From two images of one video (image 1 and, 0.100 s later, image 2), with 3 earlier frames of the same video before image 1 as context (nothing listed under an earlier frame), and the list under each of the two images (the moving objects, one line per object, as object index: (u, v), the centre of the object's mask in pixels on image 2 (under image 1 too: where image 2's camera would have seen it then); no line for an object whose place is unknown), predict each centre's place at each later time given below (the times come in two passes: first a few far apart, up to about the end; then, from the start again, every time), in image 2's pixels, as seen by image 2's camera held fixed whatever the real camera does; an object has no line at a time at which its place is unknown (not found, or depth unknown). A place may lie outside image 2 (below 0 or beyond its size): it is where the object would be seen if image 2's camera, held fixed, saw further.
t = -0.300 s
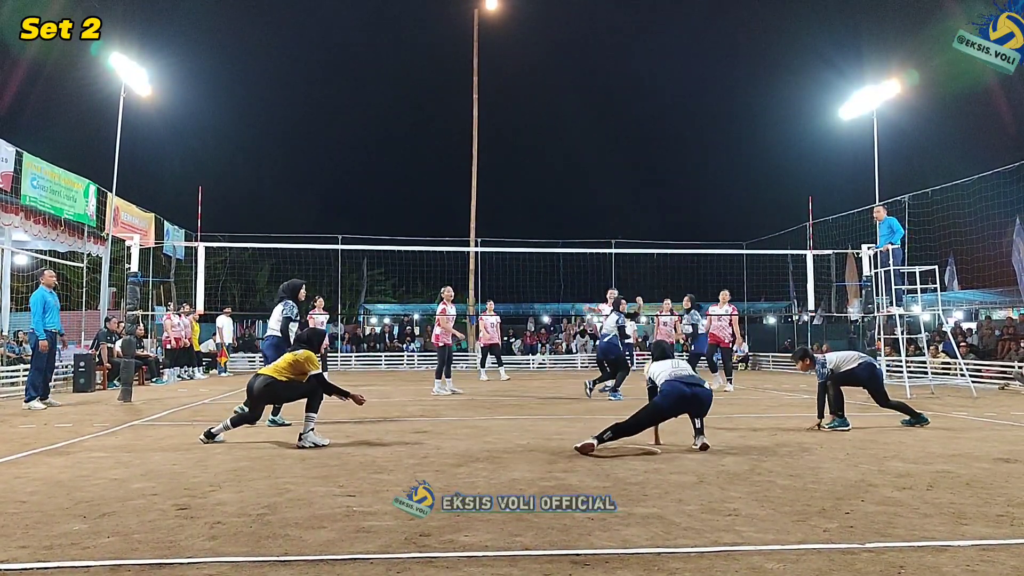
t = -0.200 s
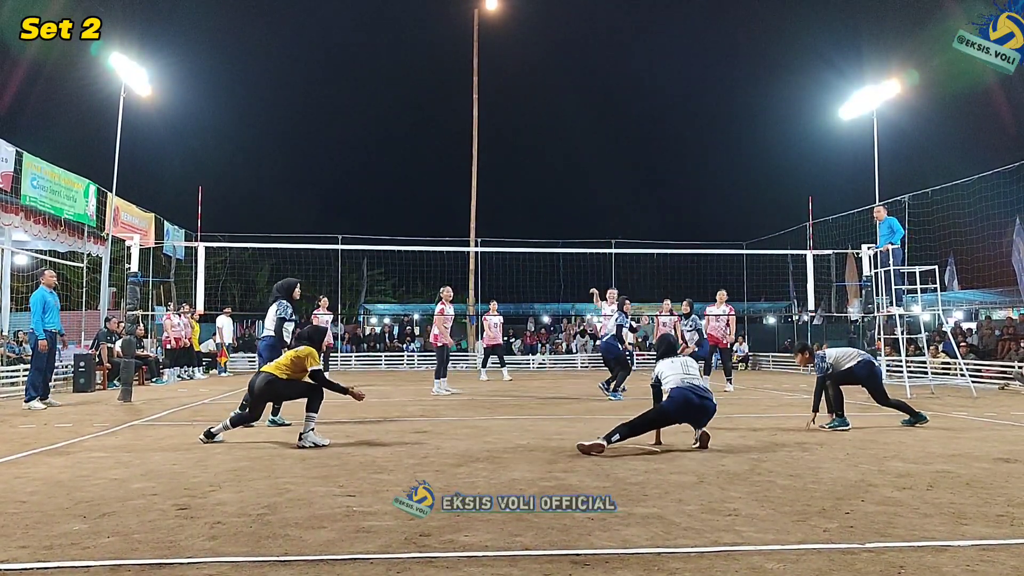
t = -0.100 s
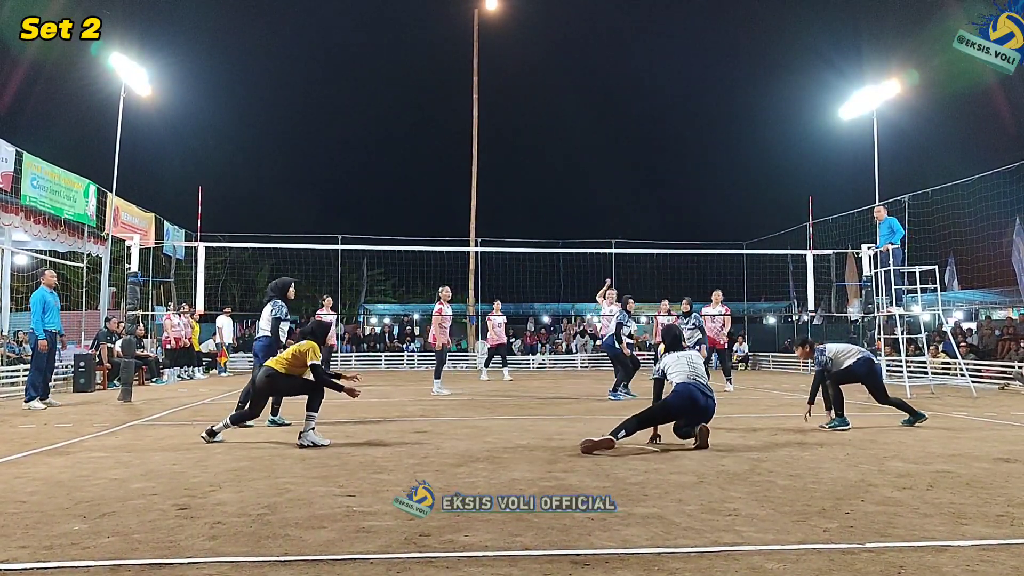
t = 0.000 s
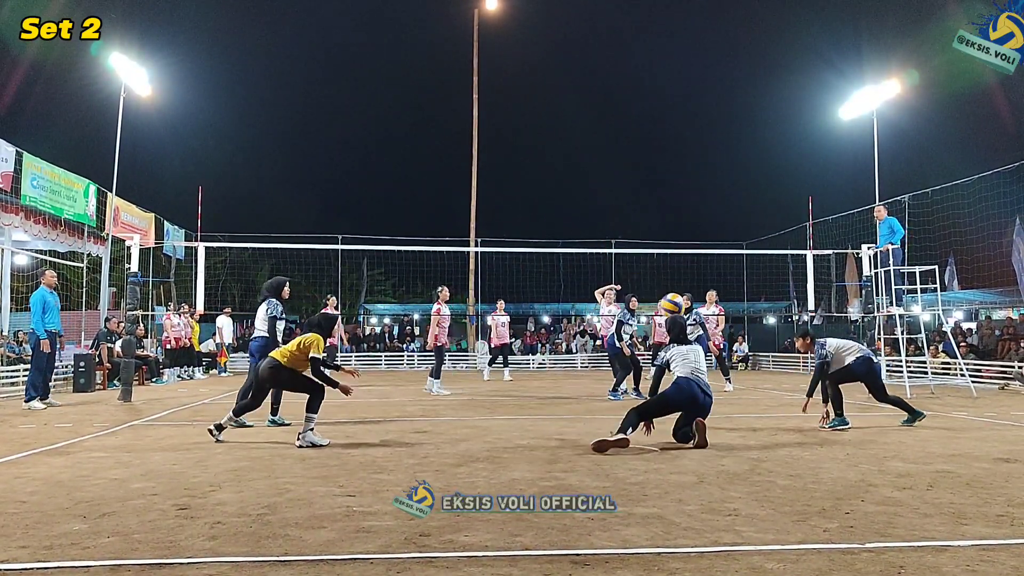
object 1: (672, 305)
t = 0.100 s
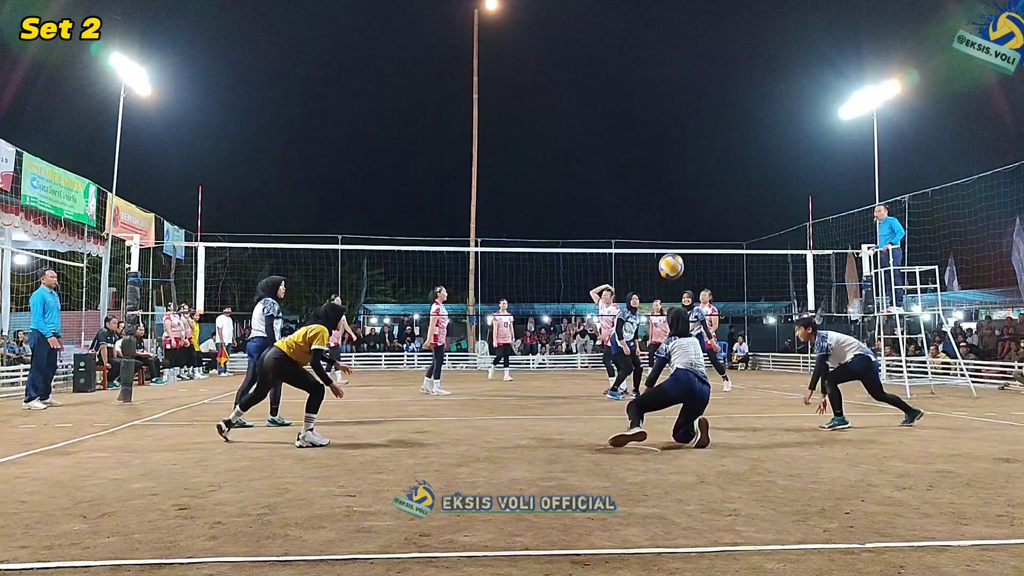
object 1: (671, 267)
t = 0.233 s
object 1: (670, 230)
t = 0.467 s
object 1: (668, 212)
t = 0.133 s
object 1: (671, 255)
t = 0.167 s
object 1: (671, 246)
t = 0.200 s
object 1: (670, 237)
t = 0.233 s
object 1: (670, 230)
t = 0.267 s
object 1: (670, 224)
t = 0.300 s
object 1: (669, 219)
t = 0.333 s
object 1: (669, 215)
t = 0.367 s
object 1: (669, 213)
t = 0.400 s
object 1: (669, 212)
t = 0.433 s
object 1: (669, 211)
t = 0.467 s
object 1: (668, 212)
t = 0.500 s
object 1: (668, 214)
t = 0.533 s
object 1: (668, 218)
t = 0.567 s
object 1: (668, 222)
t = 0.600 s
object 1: (668, 228)
